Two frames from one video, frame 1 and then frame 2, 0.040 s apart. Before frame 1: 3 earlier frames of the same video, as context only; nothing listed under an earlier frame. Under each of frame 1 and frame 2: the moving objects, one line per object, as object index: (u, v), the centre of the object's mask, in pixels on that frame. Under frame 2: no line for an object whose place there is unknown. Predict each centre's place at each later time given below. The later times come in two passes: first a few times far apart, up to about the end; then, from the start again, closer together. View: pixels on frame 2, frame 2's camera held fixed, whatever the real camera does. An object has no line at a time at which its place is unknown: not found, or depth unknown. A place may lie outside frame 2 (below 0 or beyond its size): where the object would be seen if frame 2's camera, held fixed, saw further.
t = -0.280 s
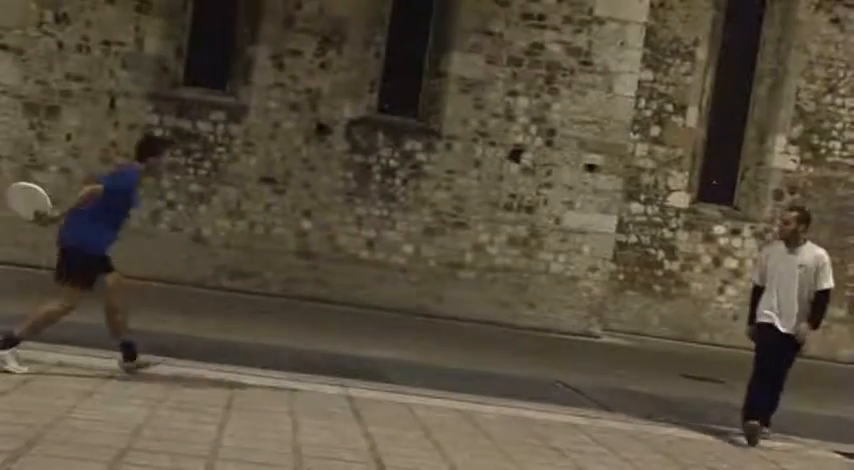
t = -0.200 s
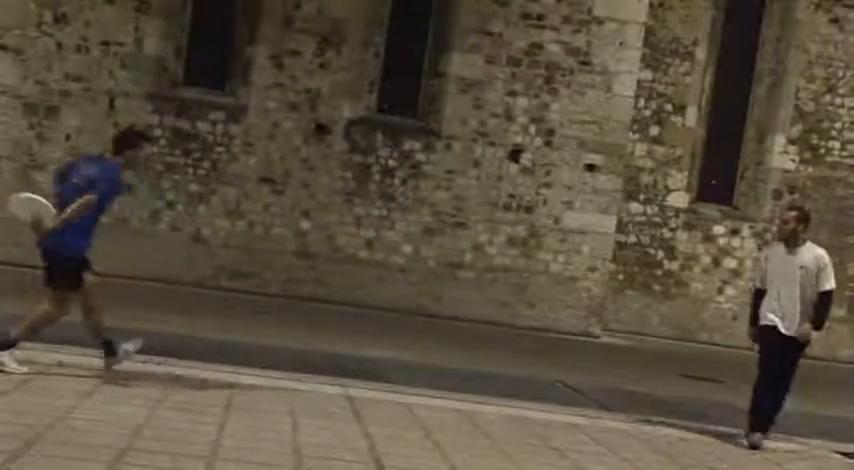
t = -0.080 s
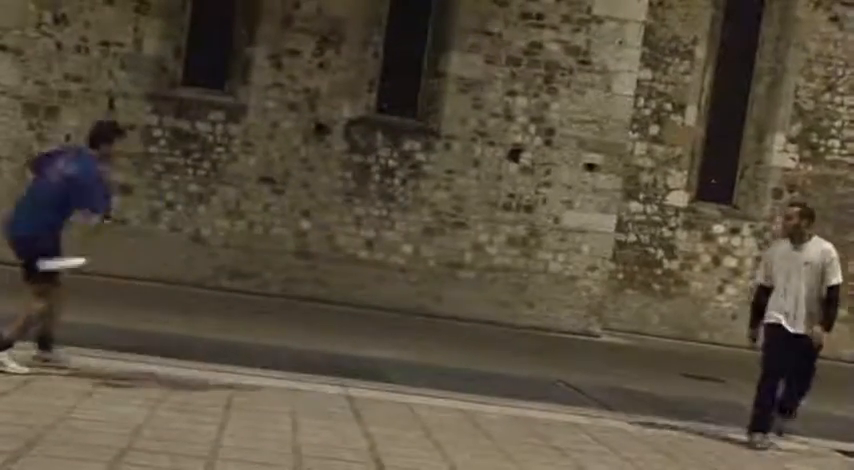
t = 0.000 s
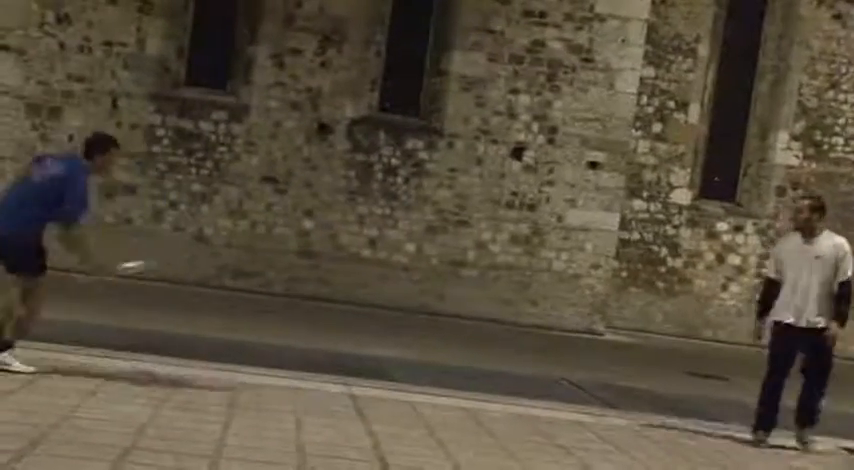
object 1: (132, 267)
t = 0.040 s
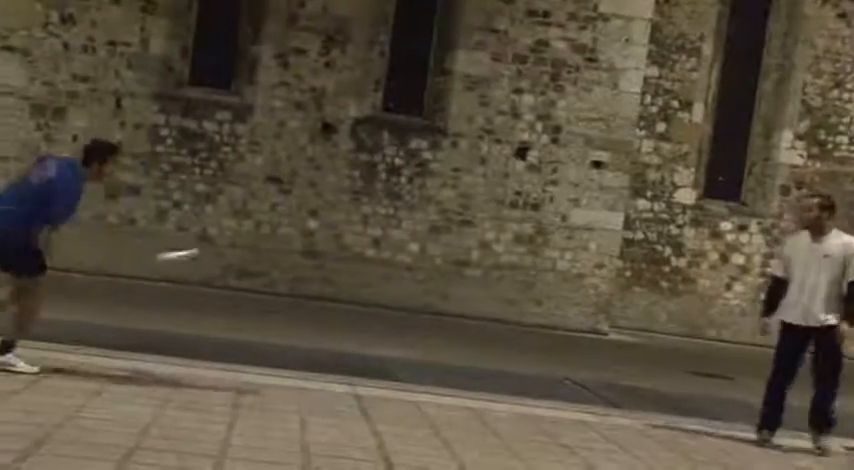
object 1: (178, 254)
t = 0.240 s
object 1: (391, 221)
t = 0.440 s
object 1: (577, 214)
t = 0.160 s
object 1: (307, 231)
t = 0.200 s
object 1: (351, 226)
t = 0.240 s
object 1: (391, 221)
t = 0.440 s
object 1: (577, 214)
